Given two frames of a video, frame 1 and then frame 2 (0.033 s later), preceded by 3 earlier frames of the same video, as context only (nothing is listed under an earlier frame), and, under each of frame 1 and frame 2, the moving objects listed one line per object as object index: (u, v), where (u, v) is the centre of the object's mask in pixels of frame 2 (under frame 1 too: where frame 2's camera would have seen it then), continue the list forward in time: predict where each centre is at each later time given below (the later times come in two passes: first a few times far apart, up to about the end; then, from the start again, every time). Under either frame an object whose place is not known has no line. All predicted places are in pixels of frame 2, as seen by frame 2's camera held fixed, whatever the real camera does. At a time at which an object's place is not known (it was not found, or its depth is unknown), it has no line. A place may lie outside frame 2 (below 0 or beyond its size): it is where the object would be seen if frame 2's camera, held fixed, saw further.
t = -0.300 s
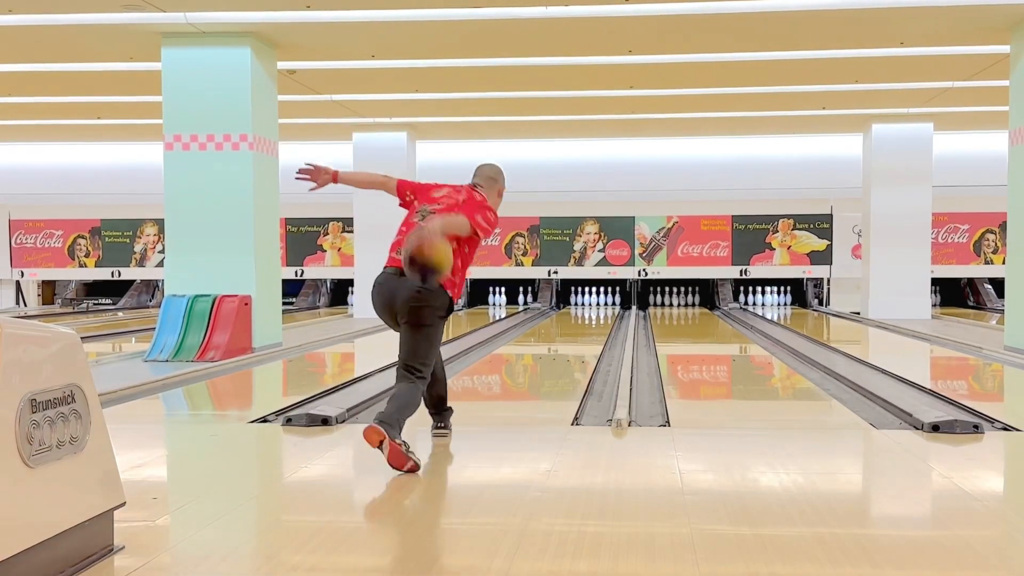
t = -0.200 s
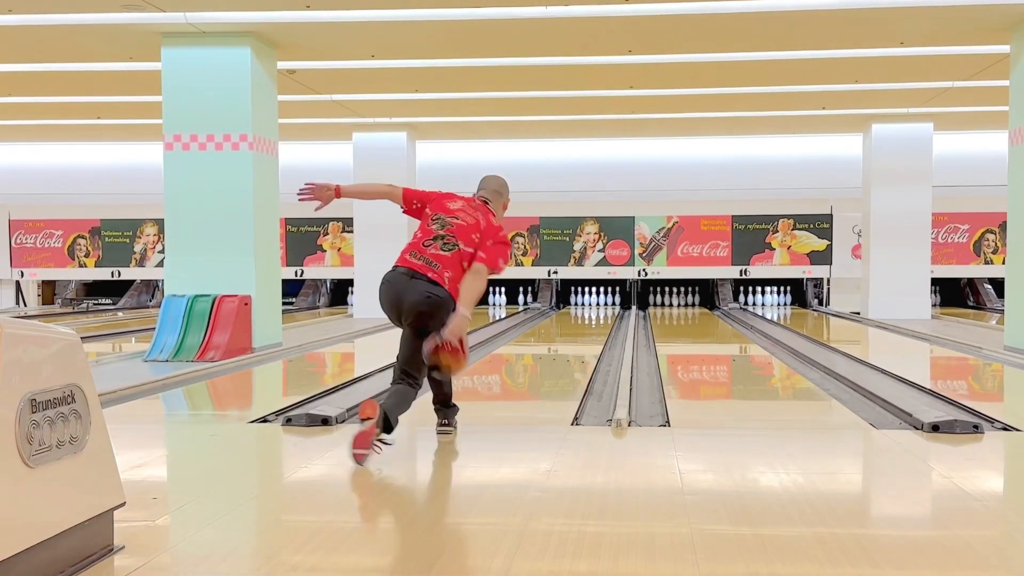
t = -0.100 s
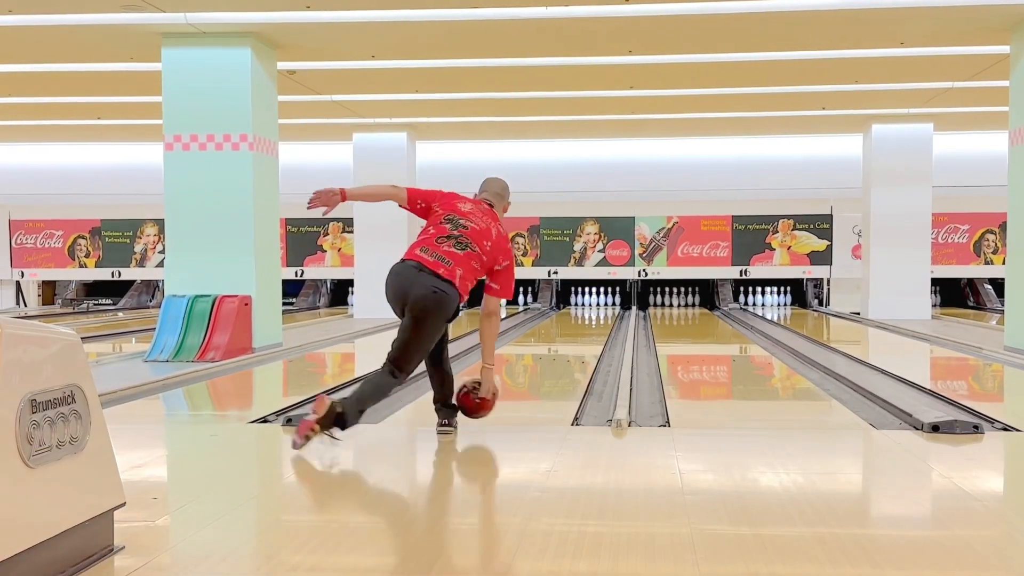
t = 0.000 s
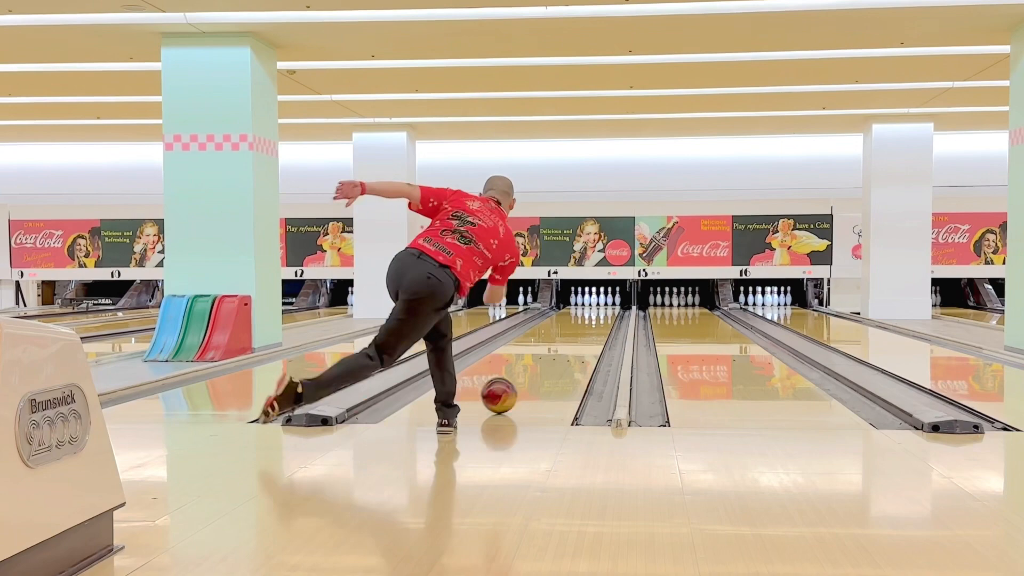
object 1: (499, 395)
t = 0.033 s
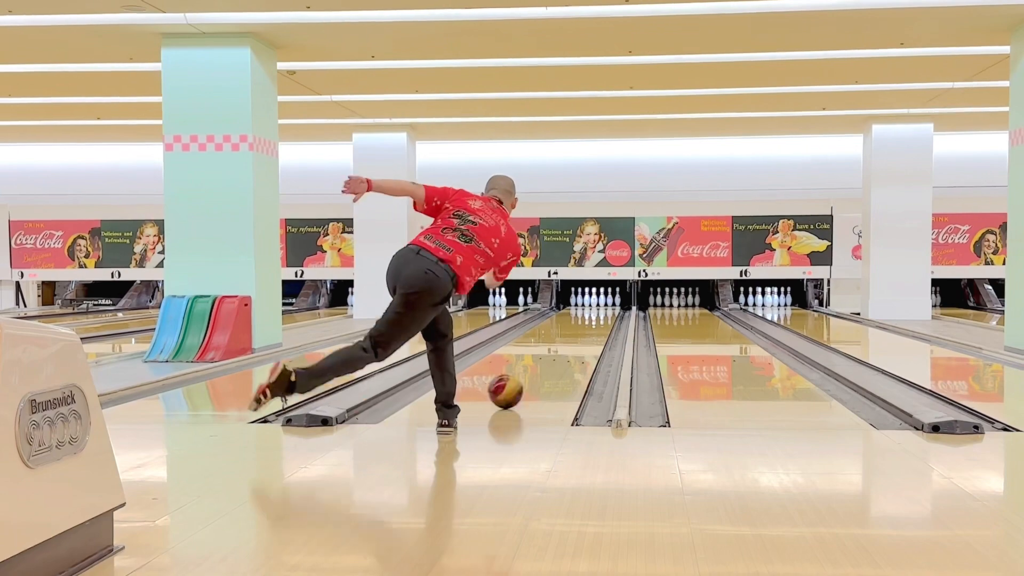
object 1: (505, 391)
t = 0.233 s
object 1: (536, 369)
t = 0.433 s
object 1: (558, 353)
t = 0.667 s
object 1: (576, 340)
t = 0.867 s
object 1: (587, 332)
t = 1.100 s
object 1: (596, 324)
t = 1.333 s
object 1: (602, 318)
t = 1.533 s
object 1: (604, 314)
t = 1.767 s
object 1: (605, 309)
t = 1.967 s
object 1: (603, 306)
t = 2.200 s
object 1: (599, 304)
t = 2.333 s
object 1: (595, 304)
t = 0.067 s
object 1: (512, 387)
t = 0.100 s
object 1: (518, 382)
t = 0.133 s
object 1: (522, 378)
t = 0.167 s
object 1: (527, 375)
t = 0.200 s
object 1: (532, 372)
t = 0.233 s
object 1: (536, 369)
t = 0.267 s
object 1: (541, 366)
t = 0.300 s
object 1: (545, 363)
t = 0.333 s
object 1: (548, 360)
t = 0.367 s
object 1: (551, 358)
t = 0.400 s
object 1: (555, 355)
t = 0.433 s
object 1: (558, 353)
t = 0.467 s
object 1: (561, 351)
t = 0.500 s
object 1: (563, 349)
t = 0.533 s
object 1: (566, 347)
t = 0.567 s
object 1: (569, 345)
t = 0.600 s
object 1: (572, 343)
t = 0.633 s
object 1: (574, 342)
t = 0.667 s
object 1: (576, 340)
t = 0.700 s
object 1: (578, 338)
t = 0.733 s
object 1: (580, 336)
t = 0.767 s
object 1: (582, 336)
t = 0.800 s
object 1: (584, 335)
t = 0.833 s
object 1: (585, 333)
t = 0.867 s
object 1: (587, 332)
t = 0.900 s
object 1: (588, 330)
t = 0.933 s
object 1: (590, 329)
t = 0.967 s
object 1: (591, 328)
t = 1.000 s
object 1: (593, 327)
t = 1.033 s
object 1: (593, 325)
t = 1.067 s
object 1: (594, 324)
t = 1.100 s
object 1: (596, 324)
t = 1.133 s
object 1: (597, 323)
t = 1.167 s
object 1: (598, 322)
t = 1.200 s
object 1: (599, 321)
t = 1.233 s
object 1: (599, 320)
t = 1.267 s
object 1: (600, 320)
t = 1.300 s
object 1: (601, 318)
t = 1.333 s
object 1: (602, 318)
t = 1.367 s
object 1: (602, 317)
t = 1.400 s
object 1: (603, 317)
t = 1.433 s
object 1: (603, 316)
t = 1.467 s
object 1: (603, 315)
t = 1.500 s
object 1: (604, 315)
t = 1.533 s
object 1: (604, 314)
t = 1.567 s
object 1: (604, 313)
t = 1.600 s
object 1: (605, 312)
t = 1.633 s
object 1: (605, 312)
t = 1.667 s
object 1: (605, 311)
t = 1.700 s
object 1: (605, 311)
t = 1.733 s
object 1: (605, 310)
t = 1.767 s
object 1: (605, 309)
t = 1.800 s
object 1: (605, 309)
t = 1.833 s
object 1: (605, 309)
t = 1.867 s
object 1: (604, 308)
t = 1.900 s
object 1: (604, 308)
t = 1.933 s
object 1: (604, 307)
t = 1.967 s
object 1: (603, 306)
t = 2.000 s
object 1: (603, 306)
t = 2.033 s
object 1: (602, 306)
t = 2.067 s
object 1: (602, 305)
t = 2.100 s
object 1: (601, 305)
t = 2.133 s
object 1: (601, 305)
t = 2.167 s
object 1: (599, 304)
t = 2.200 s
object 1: (599, 304)
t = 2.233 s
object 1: (598, 304)
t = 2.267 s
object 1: (597, 303)
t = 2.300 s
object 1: (597, 303)
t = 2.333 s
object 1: (595, 304)
